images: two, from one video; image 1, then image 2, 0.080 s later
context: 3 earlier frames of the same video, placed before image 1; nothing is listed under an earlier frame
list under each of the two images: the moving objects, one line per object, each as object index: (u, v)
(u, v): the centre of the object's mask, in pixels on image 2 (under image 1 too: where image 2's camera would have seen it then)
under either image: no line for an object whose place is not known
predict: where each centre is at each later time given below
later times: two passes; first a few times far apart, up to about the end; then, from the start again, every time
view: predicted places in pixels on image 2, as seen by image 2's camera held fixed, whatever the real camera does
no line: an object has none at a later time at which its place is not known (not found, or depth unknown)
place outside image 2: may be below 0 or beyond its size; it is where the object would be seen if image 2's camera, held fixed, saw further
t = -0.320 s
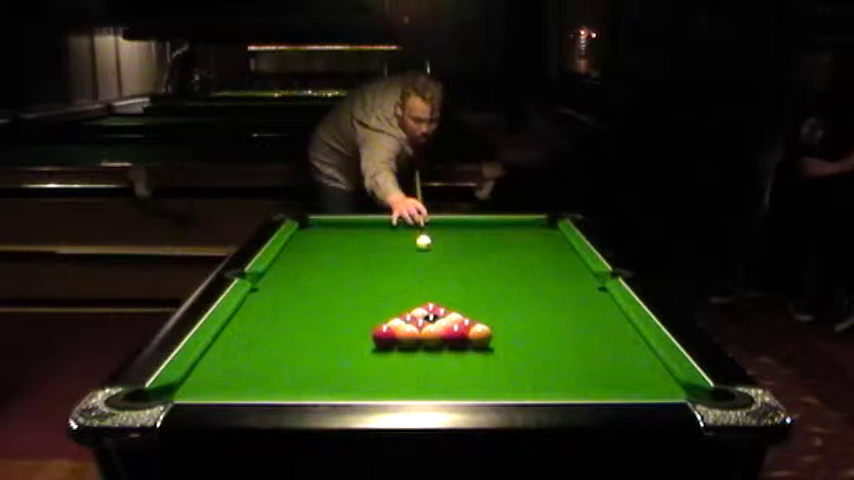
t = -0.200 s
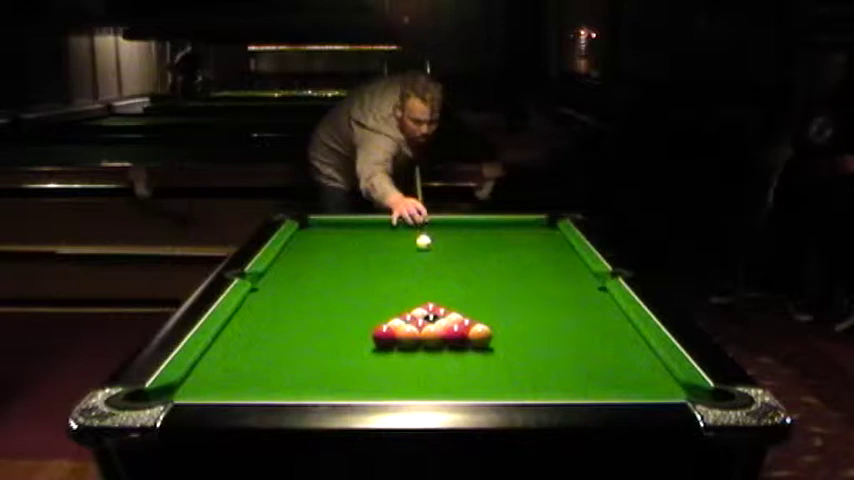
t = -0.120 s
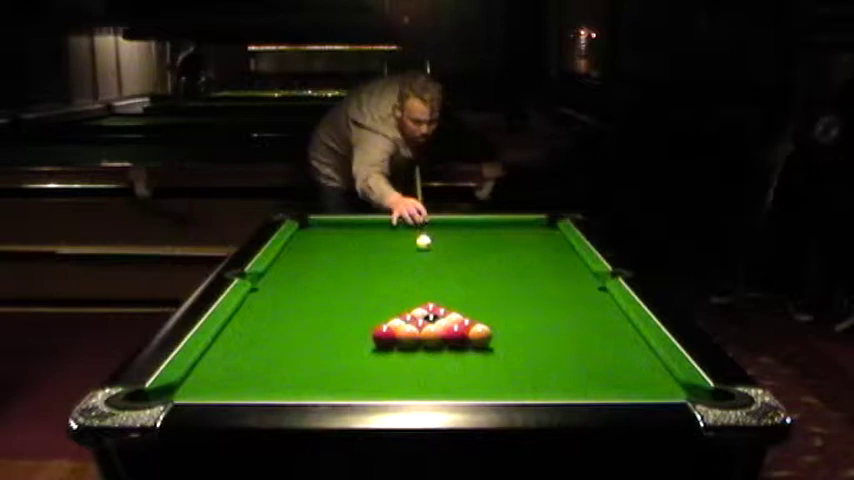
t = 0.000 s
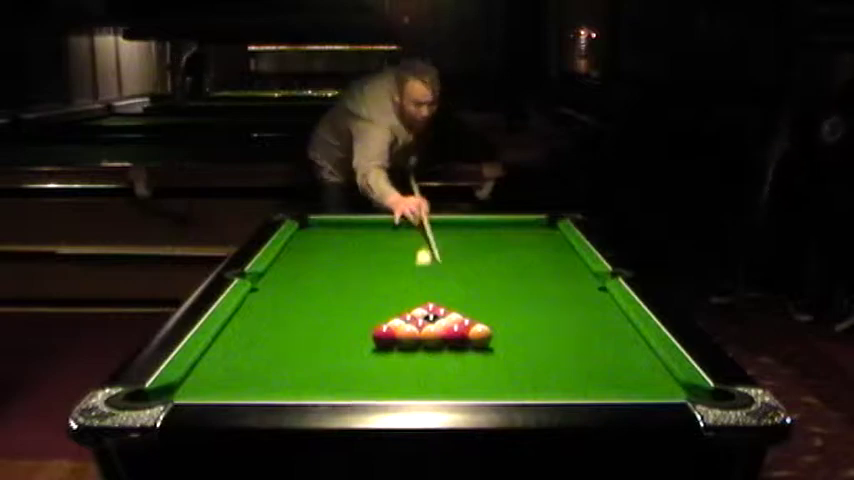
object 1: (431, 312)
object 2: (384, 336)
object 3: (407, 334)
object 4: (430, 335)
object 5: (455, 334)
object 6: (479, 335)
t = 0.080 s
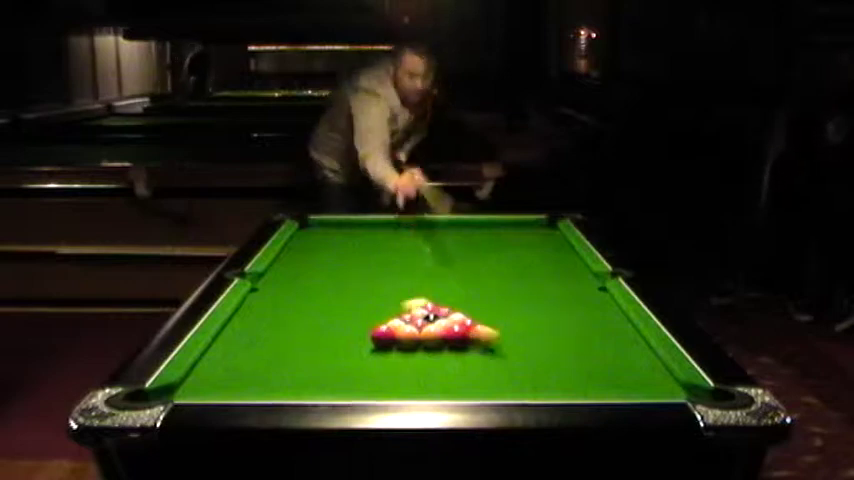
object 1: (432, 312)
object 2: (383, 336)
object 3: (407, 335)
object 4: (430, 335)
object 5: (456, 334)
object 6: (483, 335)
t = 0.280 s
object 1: (446, 324)
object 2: (317, 347)
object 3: (403, 357)
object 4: (431, 353)
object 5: (483, 356)
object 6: (642, 354)
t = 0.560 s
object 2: (230, 360)
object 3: (396, 384)
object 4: (432, 377)
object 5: (520, 381)
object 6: (512, 295)
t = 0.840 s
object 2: (241, 372)
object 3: (393, 377)
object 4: (431, 384)
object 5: (540, 380)
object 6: (430, 256)
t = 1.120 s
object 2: (292, 380)
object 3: (393, 354)
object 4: (429, 370)
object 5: (548, 363)
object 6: (374, 228)
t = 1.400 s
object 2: (345, 387)
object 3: (392, 338)
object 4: (428, 355)
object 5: (553, 348)
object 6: (299, 233)
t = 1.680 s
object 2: (388, 385)
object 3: (393, 323)
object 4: (427, 341)
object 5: (557, 335)
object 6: (347, 250)
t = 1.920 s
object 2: (420, 382)
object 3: (394, 313)
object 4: (427, 332)
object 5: (554, 332)
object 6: (395, 266)
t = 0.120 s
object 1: (429, 311)
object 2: (366, 339)
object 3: (407, 338)
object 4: (431, 339)
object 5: (462, 339)
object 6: (531, 355)
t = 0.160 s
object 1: (441, 320)
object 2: (353, 341)
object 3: (406, 345)
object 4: (432, 343)
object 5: (468, 345)
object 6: (585, 374)
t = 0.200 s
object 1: (442, 323)
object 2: (341, 343)
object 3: (405, 349)
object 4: (431, 346)
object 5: (473, 348)
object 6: (631, 383)
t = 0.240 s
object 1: (443, 324)
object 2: (329, 344)
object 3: (404, 353)
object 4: (432, 349)
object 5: (478, 352)
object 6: (645, 369)
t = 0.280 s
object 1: (446, 324)
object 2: (317, 347)
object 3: (403, 357)
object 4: (431, 353)
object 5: (483, 356)
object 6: (642, 354)
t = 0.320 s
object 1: (449, 323)
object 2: (305, 349)
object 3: (402, 361)
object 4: (431, 356)
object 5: (488, 360)
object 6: (617, 343)
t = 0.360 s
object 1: (451, 323)
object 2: (292, 351)
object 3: (401, 366)
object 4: (432, 360)
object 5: (493, 365)
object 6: (595, 335)
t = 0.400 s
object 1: (454, 323)
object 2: (280, 353)
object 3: (400, 370)
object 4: (432, 363)
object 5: (498, 368)
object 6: (576, 326)
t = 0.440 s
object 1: (455, 323)
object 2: (267, 354)
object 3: (399, 375)
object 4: (432, 367)
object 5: (503, 372)
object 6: (558, 318)
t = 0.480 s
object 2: (255, 356)
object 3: (398, 378)
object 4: (432, 370)
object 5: (509, 376)
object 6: (542, 309)
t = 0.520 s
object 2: (242, 359)
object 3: (397, 381)
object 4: (432, 374)
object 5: (514, 379)
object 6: (526, 303)
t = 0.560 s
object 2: (230, 360)
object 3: (396, 384)
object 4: (432, 377)
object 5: (520, 381)
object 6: (512, 295)
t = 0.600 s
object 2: (217, 362)
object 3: (395, 387)
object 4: (432, 380)
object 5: (526, 385)
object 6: (498, 289)
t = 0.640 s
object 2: (205, 364)
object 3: (394, 386)
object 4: (432, 382)
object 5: (532, 387)
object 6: (486, 283)
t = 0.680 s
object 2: (212, 366)
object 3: (394, 384)
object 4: (432, 384)
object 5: (534, 387)
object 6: (472, 277)
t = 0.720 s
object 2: (220, 367)
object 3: (393, 382)
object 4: (432, 387)
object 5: (535, 385)
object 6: (462, 271)
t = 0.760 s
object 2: (227, 369)
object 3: (393, 380)
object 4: (432, 387)
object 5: (537, 383)
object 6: (451, 266)
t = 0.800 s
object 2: (234, 370)
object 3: (393, 378)
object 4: (432, 385)
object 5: (539, 382)
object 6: (440, 261)
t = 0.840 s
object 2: (241, 372)
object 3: (393, 377)
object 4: (431, 384)
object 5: (540, 380)
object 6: (430, 256)
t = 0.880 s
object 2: (249, 373)
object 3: (393, 373)
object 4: (431, 382)
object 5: (542, 379)
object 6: (422, 251)
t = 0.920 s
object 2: (255, 375)
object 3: (393, 370)
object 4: (431, 381)
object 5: (543, 377)
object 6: (412, 248)
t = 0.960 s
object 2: (263, 376)
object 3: (393, 366)
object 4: (431, 379)
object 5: (544, 374)
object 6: (404, 243)
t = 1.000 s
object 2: (269, 377)
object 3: (393, 364)
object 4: (430, 378)
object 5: (545, 372)
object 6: (395, 240)
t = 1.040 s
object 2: (278, 379)
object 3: (393, 361)
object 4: (430, 373)
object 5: (546, 368)
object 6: (388, 236)
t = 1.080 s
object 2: (285, 380)
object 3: (392, 358)
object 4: (430, 374)
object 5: (547, 366)
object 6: (381, 232)
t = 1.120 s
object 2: (292, 380)
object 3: (393, 354)
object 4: (429, 370)
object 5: (548, 363)
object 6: (374, 228)
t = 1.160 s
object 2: (300, 381)
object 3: (393, 352)
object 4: (429, 368)
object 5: (549, 361)
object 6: (367, 225)
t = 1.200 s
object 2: (306, 381)
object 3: (393, 349)
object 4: (429, 365)
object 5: (550, 359)
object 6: (360, 222)
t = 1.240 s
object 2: (315, 384)
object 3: (392, 347)
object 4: (429, 363)
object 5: (550, 357)
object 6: (349, 223)
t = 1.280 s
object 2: (322, 384)
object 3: (393, 345)
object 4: (428, 361)
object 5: (551, 354)
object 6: (337, 226)
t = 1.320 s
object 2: (330, 384)
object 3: (393, 342)
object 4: (428, 359)
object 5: (552, 352)
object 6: (324, 229)
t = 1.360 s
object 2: (337, 385)
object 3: (392, 340)
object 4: (428, 356)
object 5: (552, 350)
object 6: (311, 231)
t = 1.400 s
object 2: (345, 387)
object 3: (392, 338)
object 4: (428, 355)
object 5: (553, 348)
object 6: (299, 233)
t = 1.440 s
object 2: (353, 387)
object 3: (392, 335)
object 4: (428, 352)
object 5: (554, 345)
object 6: (305, 235)
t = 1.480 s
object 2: (359, 387)
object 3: (392, 333)
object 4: (428, 351)
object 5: (555, 343)
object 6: (312, 238)
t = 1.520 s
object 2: (365, 387)
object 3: (393, 331)
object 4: (428, 349)
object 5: (555, 340)
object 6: (319, 240)
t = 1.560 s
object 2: (370, 386)
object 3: (392, 329)
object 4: (427, 347)
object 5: (556, 339)
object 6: (326, 243)
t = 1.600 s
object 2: (376, 386)
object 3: (393, 327)
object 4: (428, 345)
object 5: (556, 337)
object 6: (333, 245)
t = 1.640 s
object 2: (382, 386)
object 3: (393, 326)
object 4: (427, 344)
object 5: (557, 336)
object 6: (340, 248)
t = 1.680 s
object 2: (388, 385)
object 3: (393, 323)
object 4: (427, 341)
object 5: (557, 335)
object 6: (347, 250)
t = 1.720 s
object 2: (394, 384)
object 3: (392, 322)
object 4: (427, 340)
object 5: (556, 335)
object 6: (355, 253)
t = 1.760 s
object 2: (399, 384)
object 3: (393, 320)
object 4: (427, 338)
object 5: (556, 334)
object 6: (363, 255)
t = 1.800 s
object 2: (405, 383)
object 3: (393, 318)
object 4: (427, 337)
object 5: (554, 334)
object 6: (370, 258)
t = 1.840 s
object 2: (410, 383)
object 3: (393, 317)
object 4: (427, 335)
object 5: (554, 333)
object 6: (379, 259)
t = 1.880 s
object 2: (415, 383)
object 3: (393, 315)
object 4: (427, 334)
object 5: (554, 333)
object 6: (386, 263)
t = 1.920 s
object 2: (420, 382)
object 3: (394, 313)
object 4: (427, 332)
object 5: (554, 332)
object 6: (395, 266)
